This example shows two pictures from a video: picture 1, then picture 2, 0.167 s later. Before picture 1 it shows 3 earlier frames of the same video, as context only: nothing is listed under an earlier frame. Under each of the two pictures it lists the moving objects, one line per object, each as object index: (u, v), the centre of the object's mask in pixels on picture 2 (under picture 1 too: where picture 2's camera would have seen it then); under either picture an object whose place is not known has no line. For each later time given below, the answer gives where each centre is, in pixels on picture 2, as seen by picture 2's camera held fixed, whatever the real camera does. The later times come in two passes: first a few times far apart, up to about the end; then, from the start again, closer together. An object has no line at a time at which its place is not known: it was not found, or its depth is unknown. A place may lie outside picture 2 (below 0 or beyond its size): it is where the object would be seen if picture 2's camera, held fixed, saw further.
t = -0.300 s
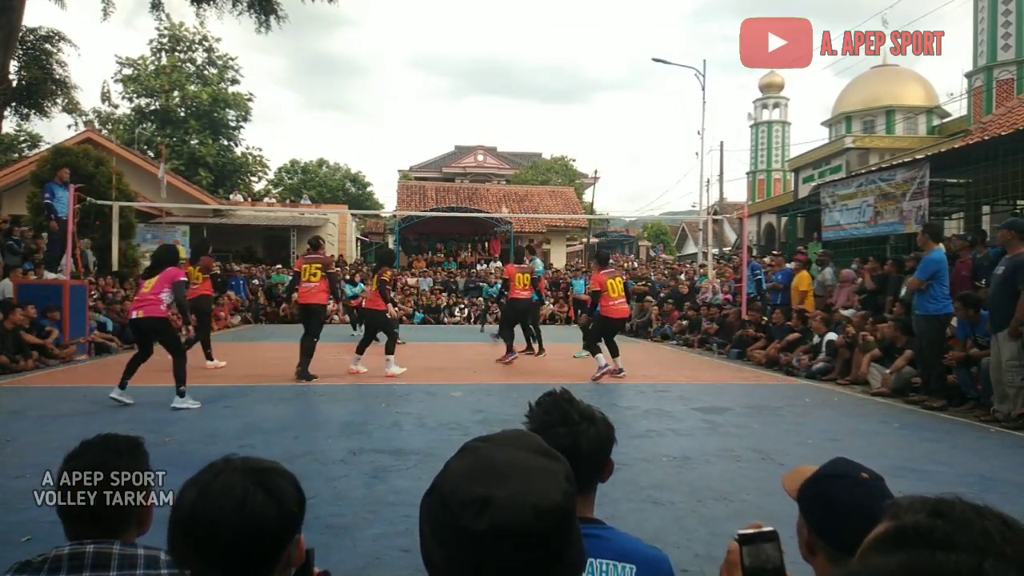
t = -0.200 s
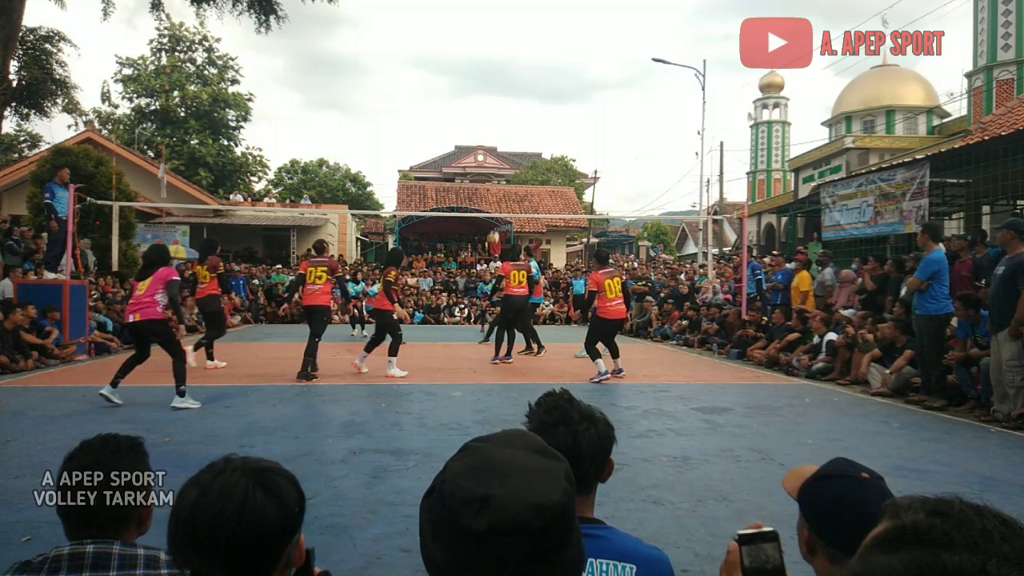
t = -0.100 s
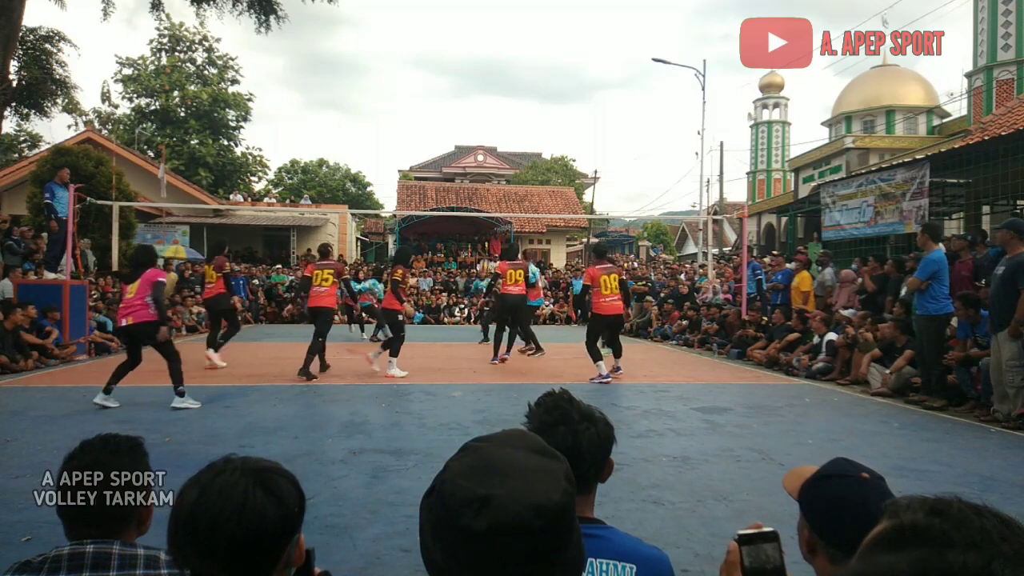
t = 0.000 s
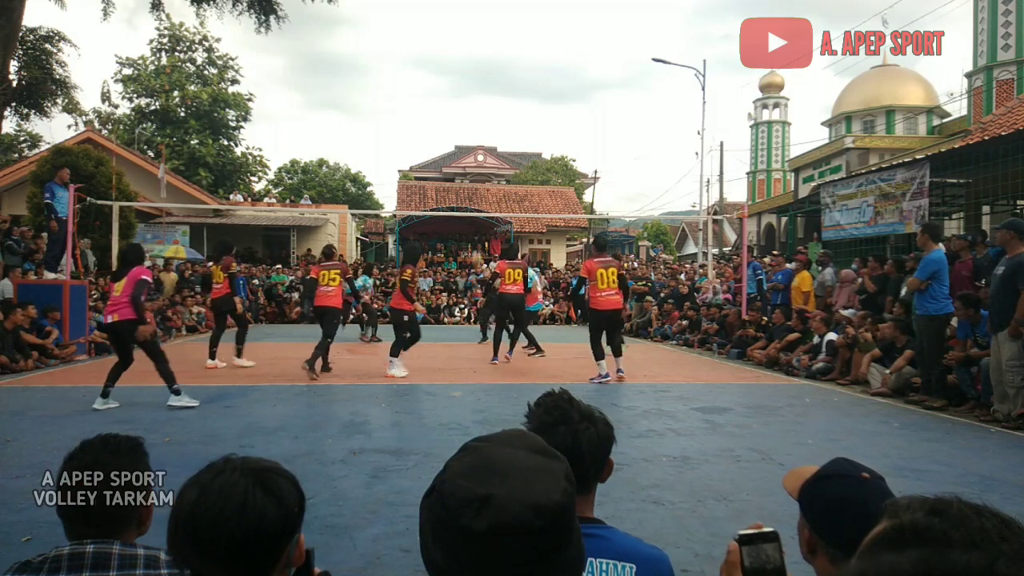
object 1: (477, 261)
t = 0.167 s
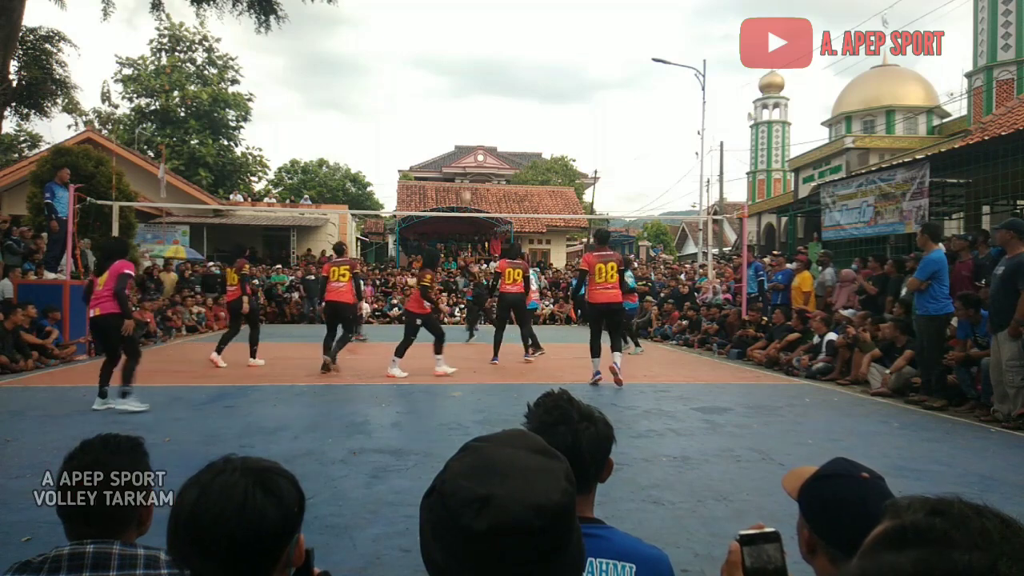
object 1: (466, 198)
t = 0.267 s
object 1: (459, 166)
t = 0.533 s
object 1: (440, 112)
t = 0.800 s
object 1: (422, 94)
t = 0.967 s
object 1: (411, 102)
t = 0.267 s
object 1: (459, 166)
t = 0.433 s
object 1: (447, 128)
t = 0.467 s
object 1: (445, 122)
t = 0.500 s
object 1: (442, 117)
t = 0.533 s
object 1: (440, 112)
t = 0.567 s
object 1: (438, 108)
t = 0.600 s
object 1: (436, 104)
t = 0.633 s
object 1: (433, 101)
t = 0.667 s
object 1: (431, 99)
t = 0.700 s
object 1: (429, 97)
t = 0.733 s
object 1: (427, 95)
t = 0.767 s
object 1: (424, 95)
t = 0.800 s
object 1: (422, 94)
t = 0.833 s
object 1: (420, 95)
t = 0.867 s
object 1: (417, 96)
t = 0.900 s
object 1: (415, 97)
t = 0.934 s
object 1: (413, 99)
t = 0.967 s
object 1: (411, 102)
